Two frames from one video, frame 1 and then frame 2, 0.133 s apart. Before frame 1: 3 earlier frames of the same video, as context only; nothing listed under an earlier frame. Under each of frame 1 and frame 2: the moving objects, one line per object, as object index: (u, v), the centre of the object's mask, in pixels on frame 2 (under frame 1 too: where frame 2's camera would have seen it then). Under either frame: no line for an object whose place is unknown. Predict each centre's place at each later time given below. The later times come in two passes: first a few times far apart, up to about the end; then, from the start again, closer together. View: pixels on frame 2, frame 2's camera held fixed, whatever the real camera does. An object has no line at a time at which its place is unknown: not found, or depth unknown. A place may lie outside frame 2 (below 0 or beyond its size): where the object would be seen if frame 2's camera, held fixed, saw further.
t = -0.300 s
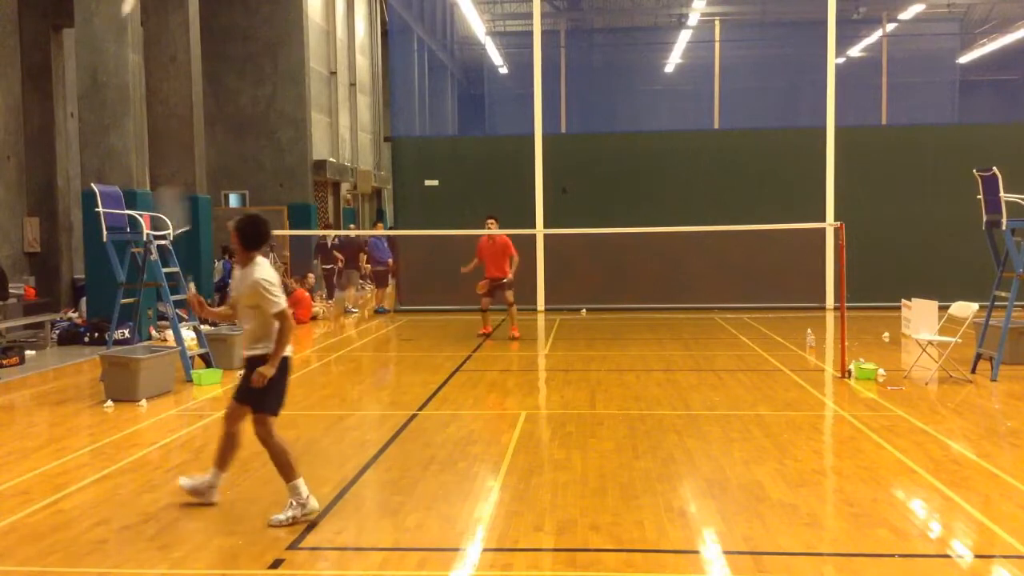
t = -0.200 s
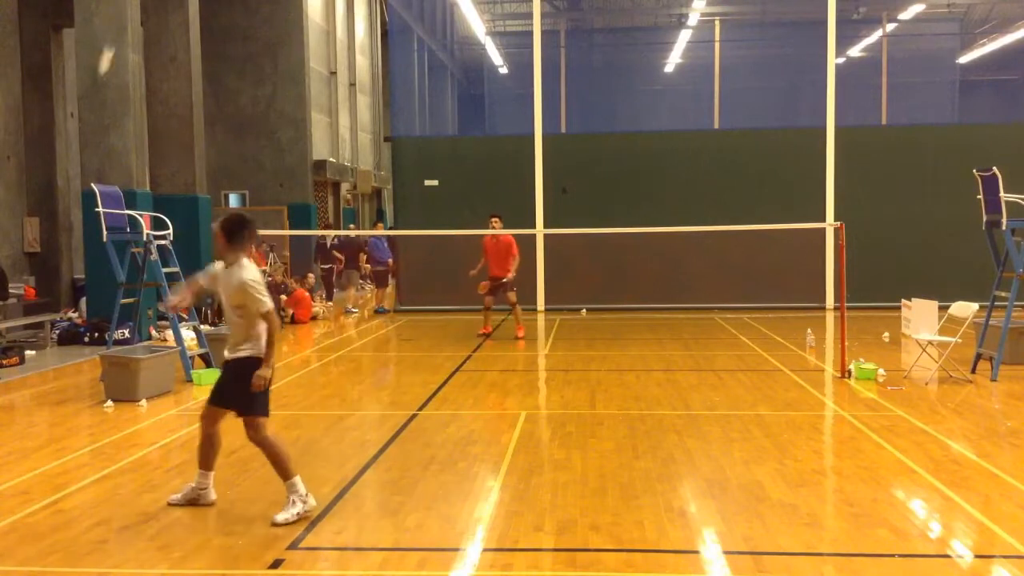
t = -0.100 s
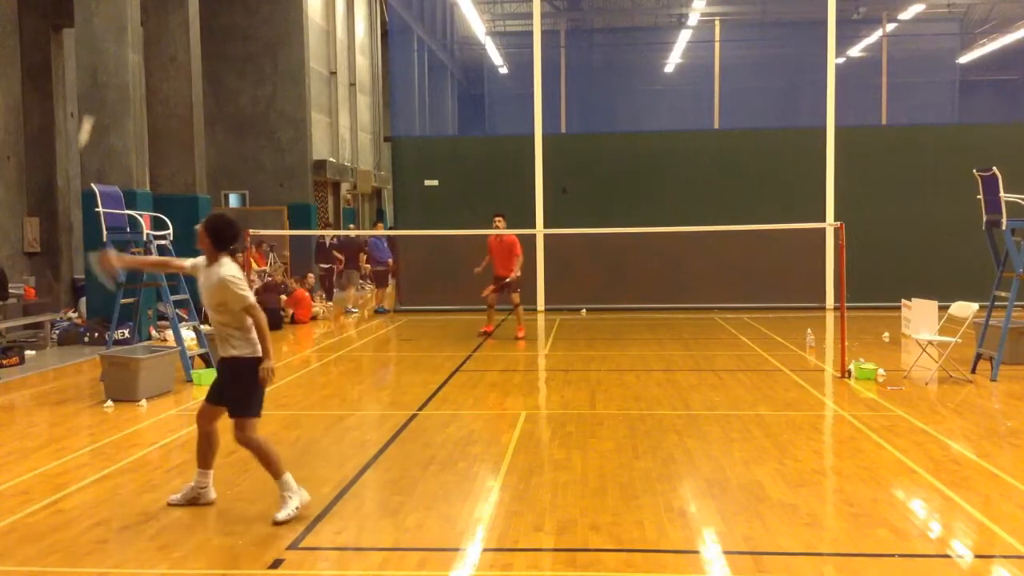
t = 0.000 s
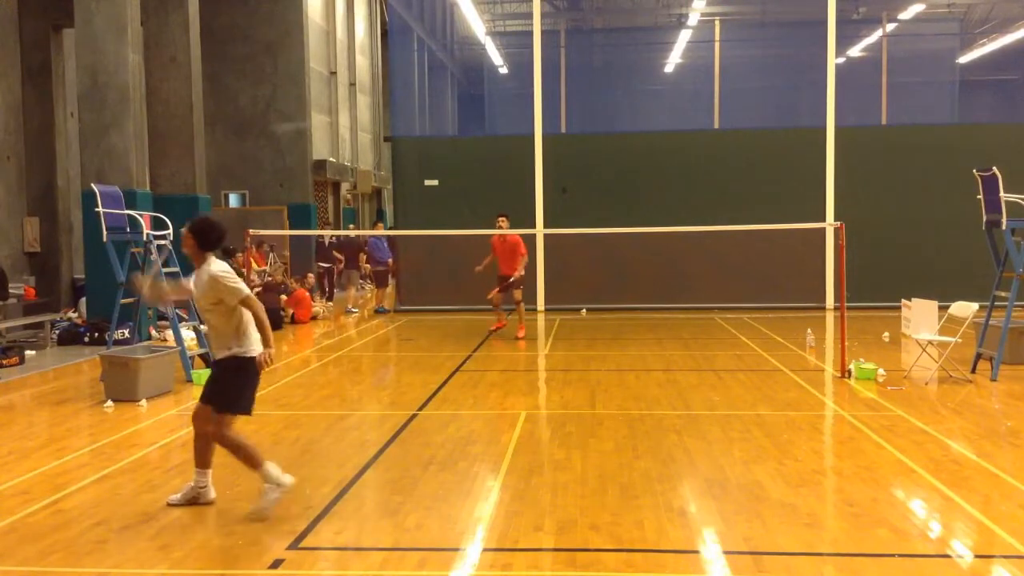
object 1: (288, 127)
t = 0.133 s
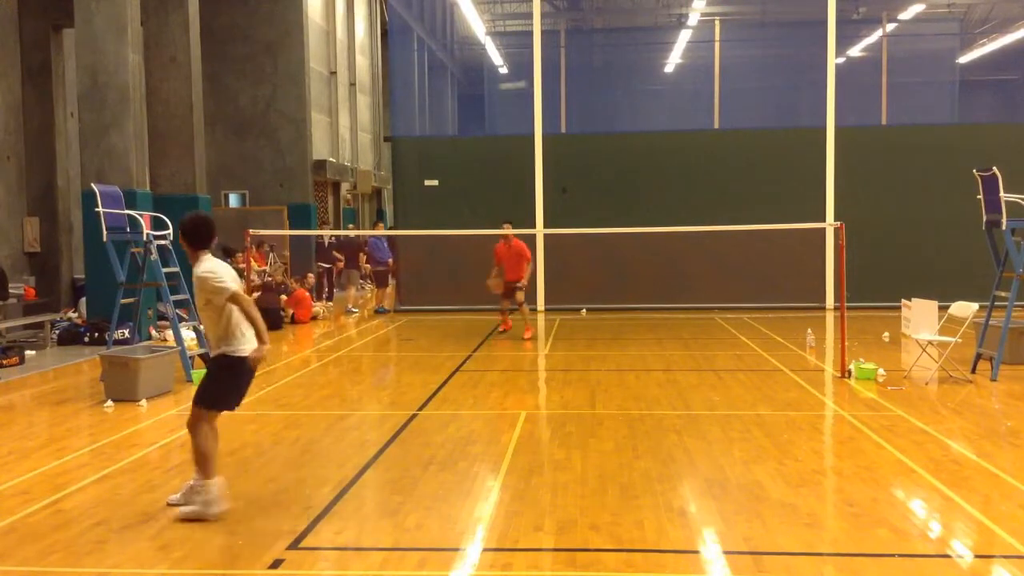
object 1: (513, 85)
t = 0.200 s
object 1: (556, 82)
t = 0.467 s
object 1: (650, 103)
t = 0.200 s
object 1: (556, 82)
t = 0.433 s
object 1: (641, 98)
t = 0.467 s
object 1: (650, 103)
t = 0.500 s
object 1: (657, 107)
